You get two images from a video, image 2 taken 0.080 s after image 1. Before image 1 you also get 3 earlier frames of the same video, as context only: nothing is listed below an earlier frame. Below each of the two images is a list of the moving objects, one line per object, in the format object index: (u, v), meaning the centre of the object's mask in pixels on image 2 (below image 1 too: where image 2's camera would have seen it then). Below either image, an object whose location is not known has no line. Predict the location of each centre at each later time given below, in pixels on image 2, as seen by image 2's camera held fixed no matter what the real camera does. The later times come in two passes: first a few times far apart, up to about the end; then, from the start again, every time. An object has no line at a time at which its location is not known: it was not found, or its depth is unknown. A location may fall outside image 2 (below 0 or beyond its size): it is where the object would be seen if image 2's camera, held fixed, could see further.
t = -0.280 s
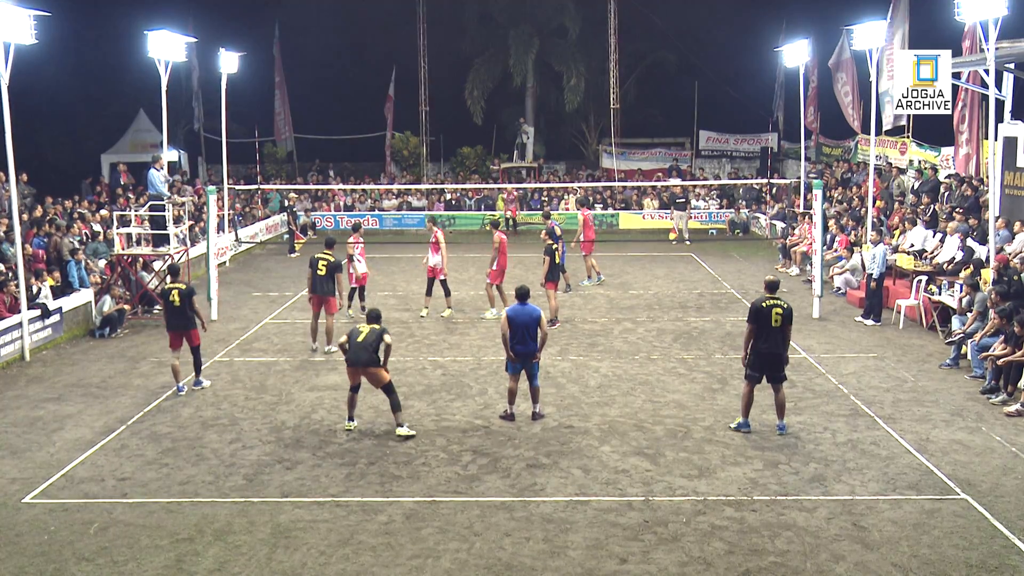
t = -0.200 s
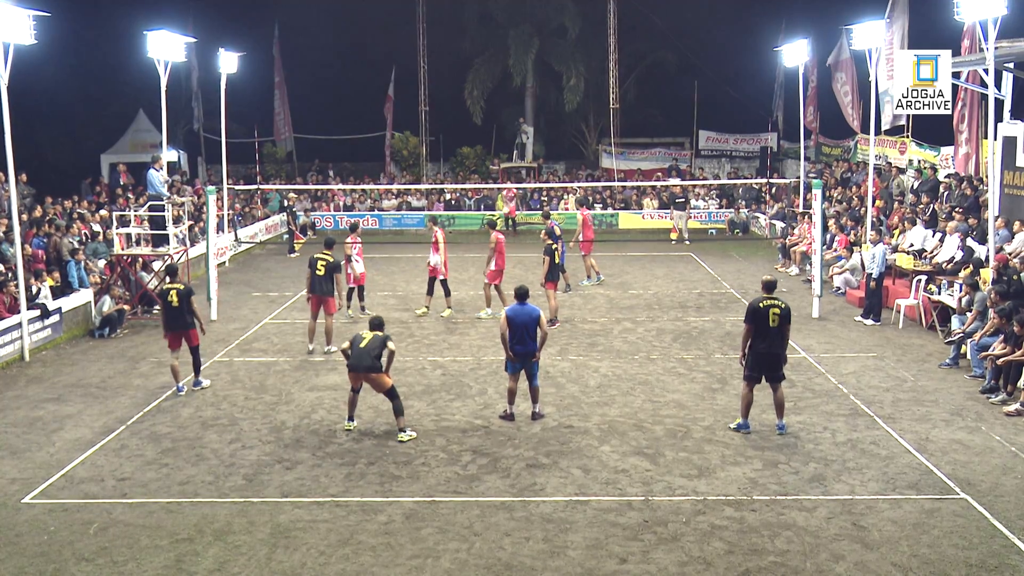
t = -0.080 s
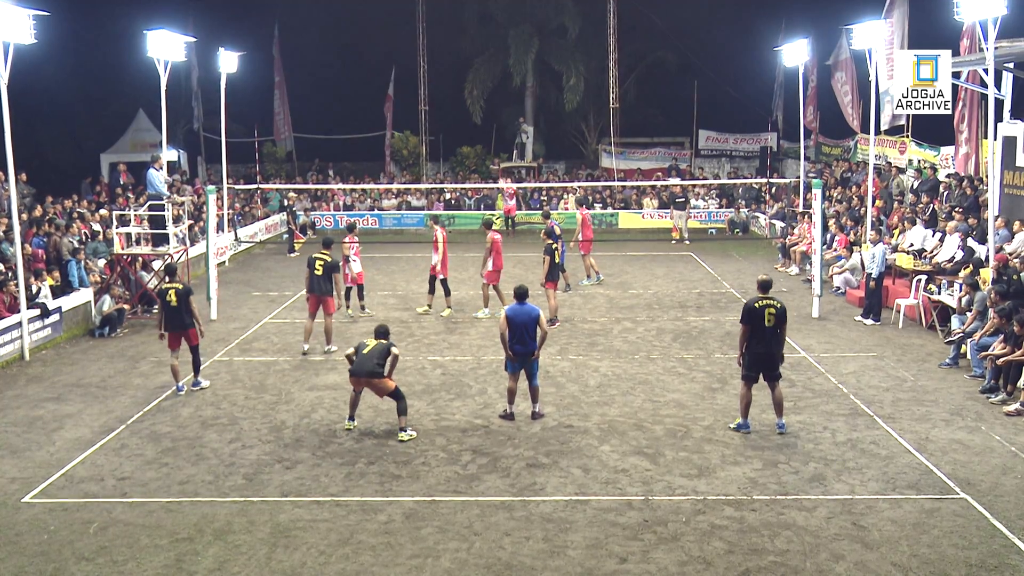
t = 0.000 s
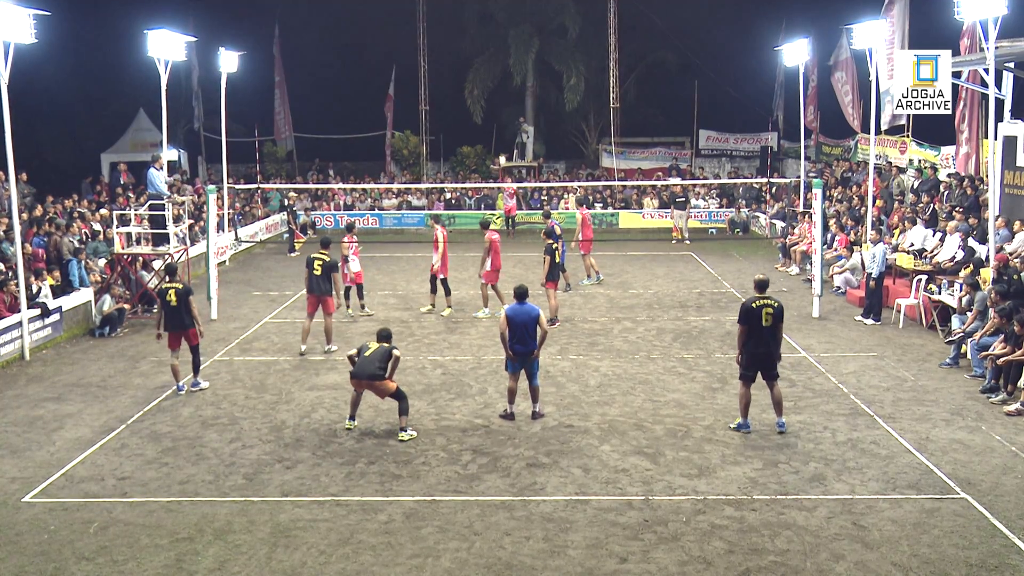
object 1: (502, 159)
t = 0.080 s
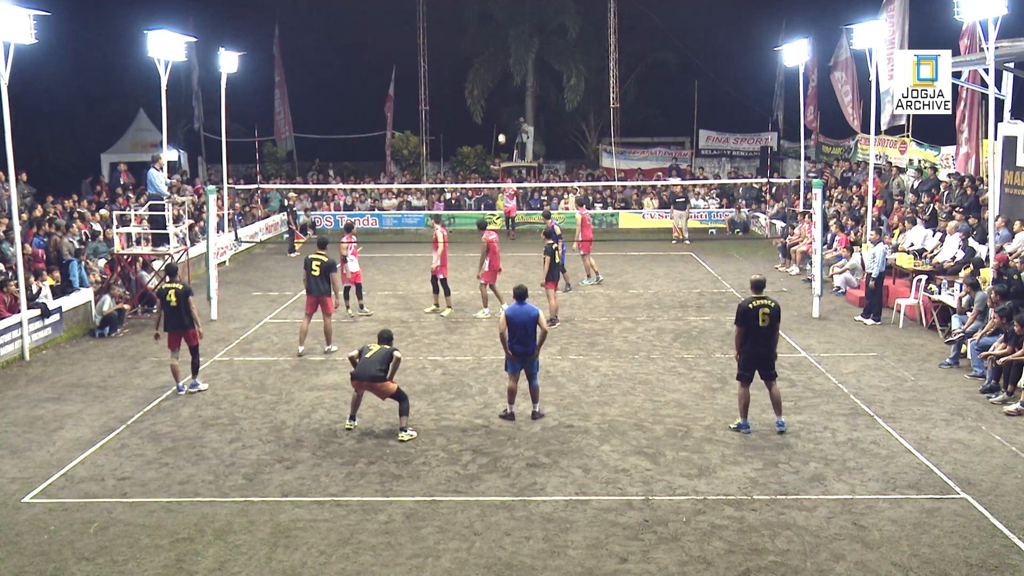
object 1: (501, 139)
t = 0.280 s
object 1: (501, 96)
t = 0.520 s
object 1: (500, 62)
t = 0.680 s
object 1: (500, 51)
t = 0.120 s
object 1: (501, 129)
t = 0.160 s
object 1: (501, 120)
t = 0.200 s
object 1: (501, 112)
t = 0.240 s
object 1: (501, 104)
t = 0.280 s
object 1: (501, 96)
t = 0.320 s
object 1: (501, 89)
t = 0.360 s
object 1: (501, 82)
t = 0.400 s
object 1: (501, 76)
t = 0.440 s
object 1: (501, 71)
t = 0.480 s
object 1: (500, 66)
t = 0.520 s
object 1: (500, 62)
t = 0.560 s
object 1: (500, 58)
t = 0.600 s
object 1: (501, 55)
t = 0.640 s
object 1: (500, 53)
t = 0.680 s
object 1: (500, 51)
